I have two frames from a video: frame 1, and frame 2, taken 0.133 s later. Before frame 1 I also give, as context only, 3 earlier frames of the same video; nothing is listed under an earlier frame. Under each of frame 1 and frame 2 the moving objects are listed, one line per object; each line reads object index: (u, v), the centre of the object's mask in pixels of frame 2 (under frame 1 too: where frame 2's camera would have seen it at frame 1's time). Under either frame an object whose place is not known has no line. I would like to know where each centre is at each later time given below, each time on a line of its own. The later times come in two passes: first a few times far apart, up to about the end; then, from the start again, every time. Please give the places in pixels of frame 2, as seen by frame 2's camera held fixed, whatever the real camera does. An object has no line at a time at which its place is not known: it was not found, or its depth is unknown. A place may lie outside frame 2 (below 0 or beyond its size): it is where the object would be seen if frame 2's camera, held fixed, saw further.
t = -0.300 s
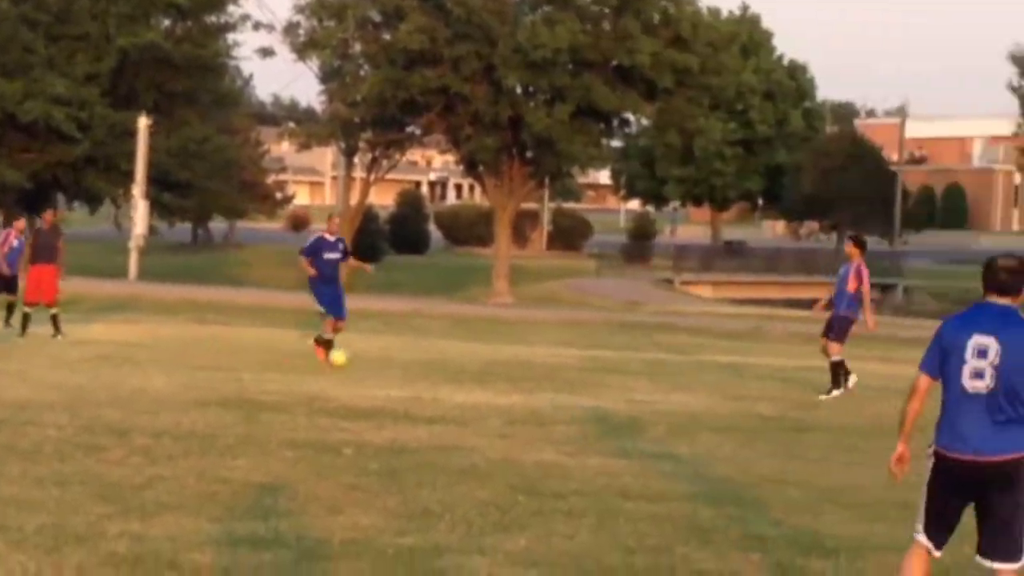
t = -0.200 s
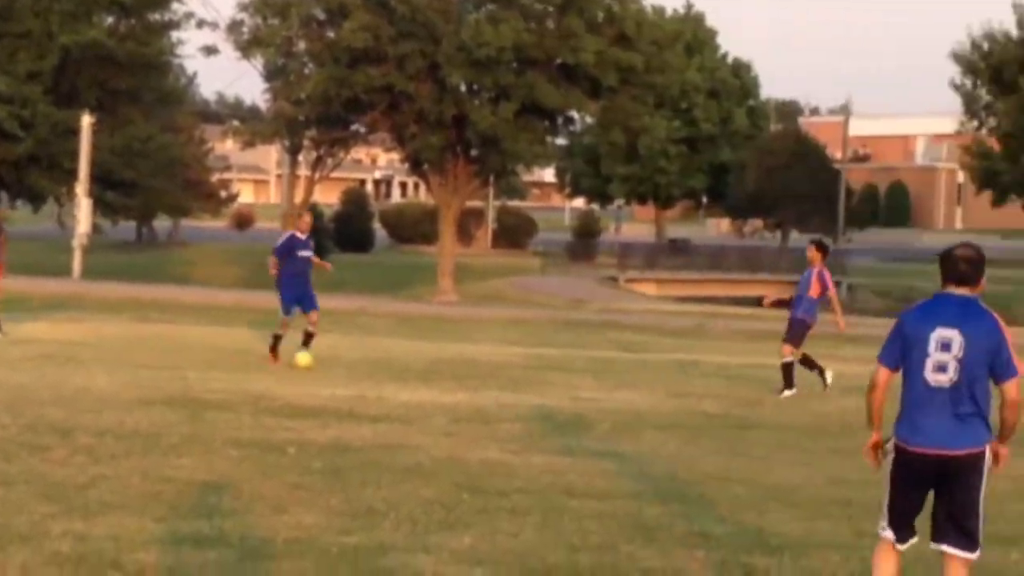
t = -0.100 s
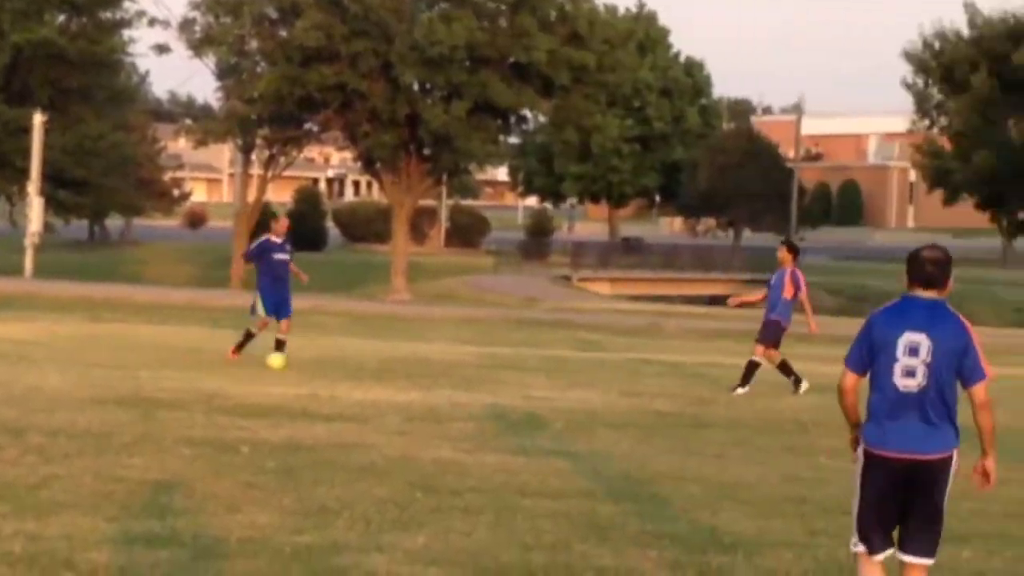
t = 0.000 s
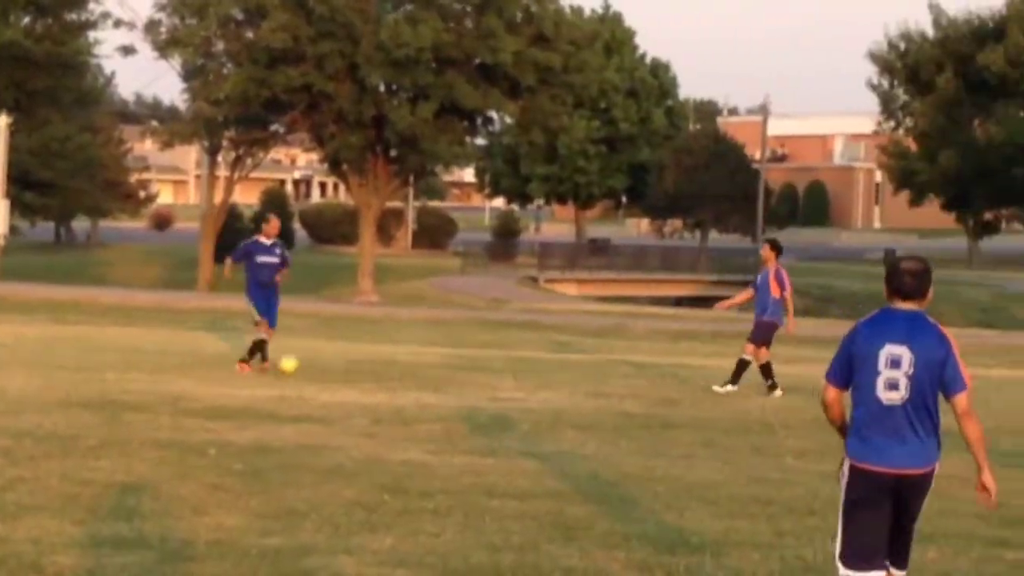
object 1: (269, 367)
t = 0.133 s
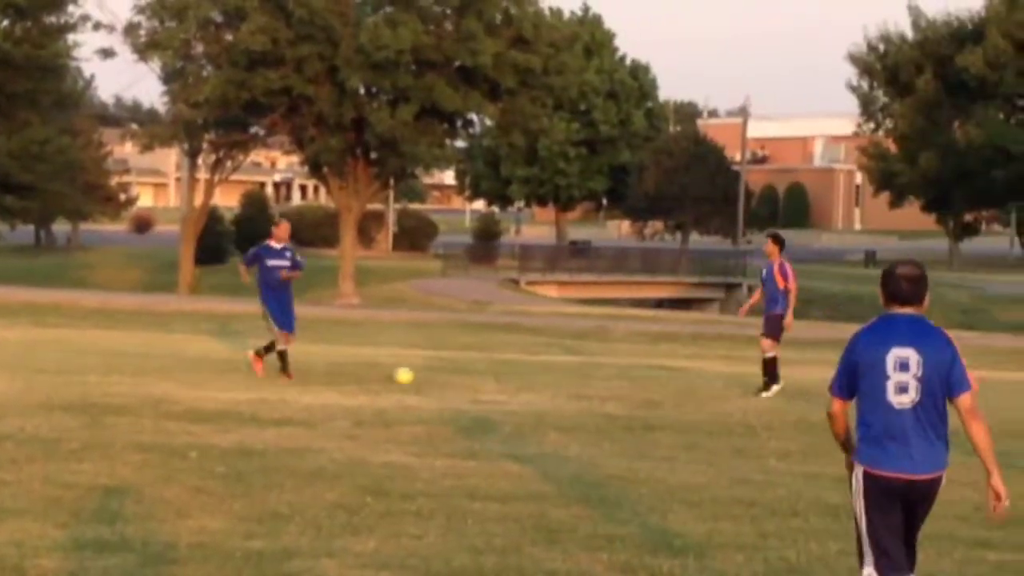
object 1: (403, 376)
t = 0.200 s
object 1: (464, 378)
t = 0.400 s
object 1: (632, 385)
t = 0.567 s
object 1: (753, 388)
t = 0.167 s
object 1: (433, 376)
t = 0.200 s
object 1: (464, 378)
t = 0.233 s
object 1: (494, 380)
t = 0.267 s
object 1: (524, 382)
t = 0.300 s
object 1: (554, 385)
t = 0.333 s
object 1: (580, 385)
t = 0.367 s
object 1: (606, 385)
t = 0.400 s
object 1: (632, 385)
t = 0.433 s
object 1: (658, 386)
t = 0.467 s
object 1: (684, 388)
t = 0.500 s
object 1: (710, 392)
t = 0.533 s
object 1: (733, 391)
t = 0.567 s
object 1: (753, 388)
